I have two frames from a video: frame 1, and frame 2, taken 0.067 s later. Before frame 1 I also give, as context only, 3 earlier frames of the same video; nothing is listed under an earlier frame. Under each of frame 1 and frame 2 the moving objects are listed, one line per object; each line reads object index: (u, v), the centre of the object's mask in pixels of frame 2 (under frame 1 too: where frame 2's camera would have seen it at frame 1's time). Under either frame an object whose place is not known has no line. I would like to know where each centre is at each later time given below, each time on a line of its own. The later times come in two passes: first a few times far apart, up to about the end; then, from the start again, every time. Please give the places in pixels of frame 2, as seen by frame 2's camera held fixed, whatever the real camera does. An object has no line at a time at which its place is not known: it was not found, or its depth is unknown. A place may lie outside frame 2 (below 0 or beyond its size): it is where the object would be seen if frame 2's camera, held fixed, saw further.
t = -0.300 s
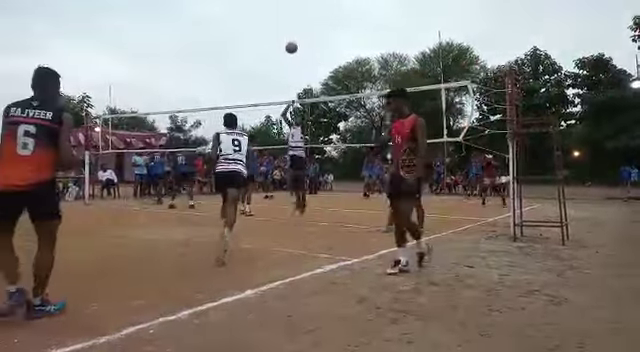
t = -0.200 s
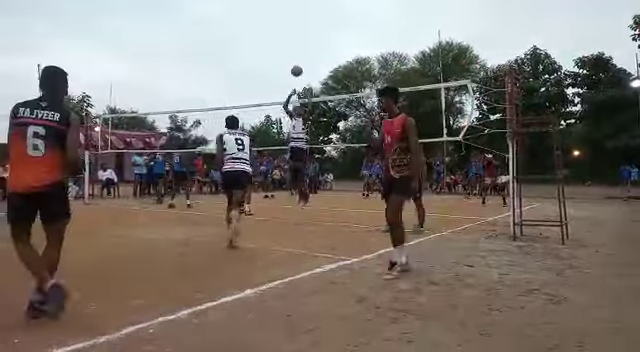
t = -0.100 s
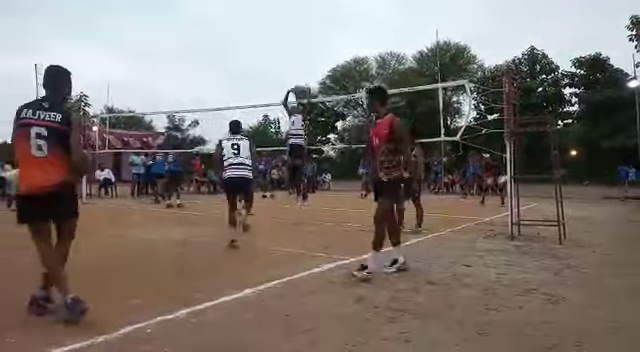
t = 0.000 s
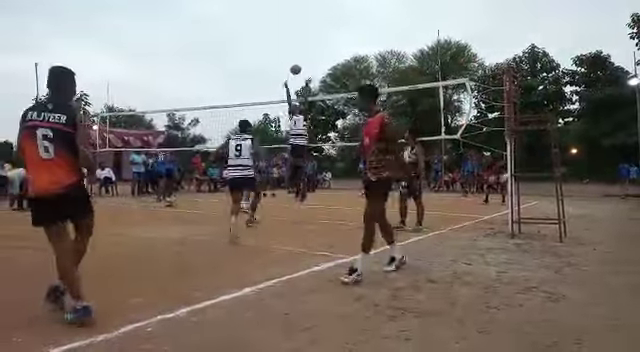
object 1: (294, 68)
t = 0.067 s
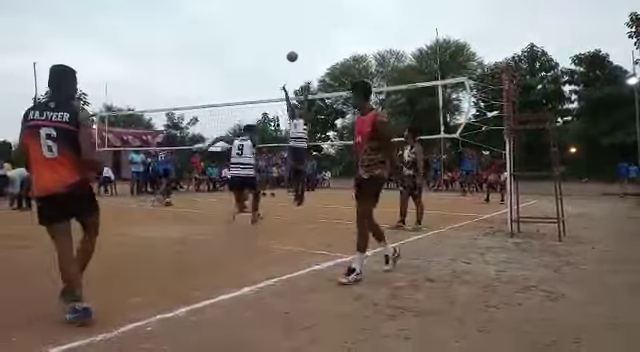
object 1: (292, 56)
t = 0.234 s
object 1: (286, 36)
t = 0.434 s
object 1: (280, 30)
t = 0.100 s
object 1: (291, 51)
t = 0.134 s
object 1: (290, 46)
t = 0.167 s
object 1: (288, 42)
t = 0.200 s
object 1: (287, 39)
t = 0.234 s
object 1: (286, 36)
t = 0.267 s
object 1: (285, 33)
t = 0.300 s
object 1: (284, 32)
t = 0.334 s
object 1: (283, 30)
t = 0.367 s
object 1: (282, 30)
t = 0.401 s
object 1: (281, 29)
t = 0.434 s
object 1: (280, 30)
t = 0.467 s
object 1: (279, 31)
